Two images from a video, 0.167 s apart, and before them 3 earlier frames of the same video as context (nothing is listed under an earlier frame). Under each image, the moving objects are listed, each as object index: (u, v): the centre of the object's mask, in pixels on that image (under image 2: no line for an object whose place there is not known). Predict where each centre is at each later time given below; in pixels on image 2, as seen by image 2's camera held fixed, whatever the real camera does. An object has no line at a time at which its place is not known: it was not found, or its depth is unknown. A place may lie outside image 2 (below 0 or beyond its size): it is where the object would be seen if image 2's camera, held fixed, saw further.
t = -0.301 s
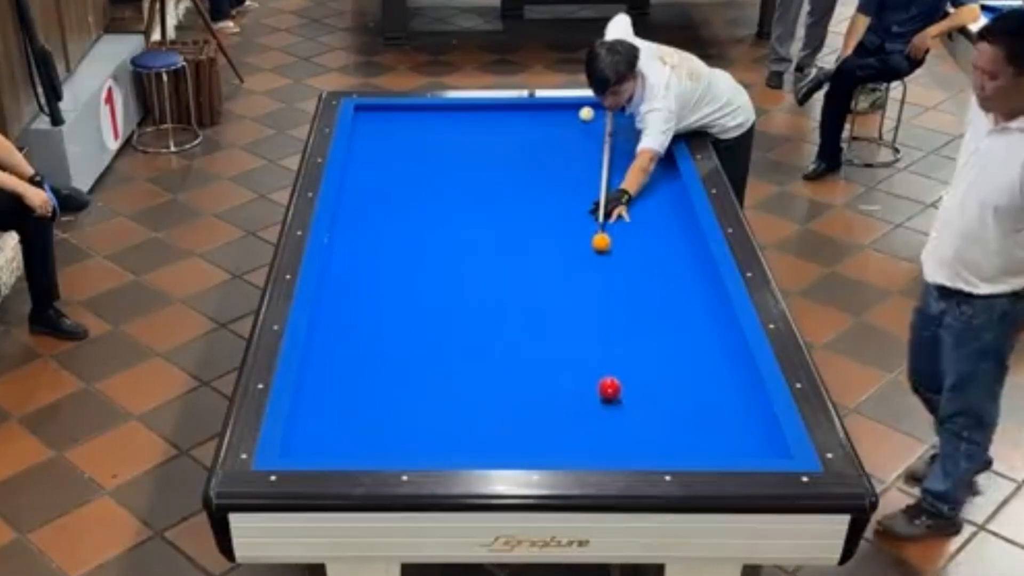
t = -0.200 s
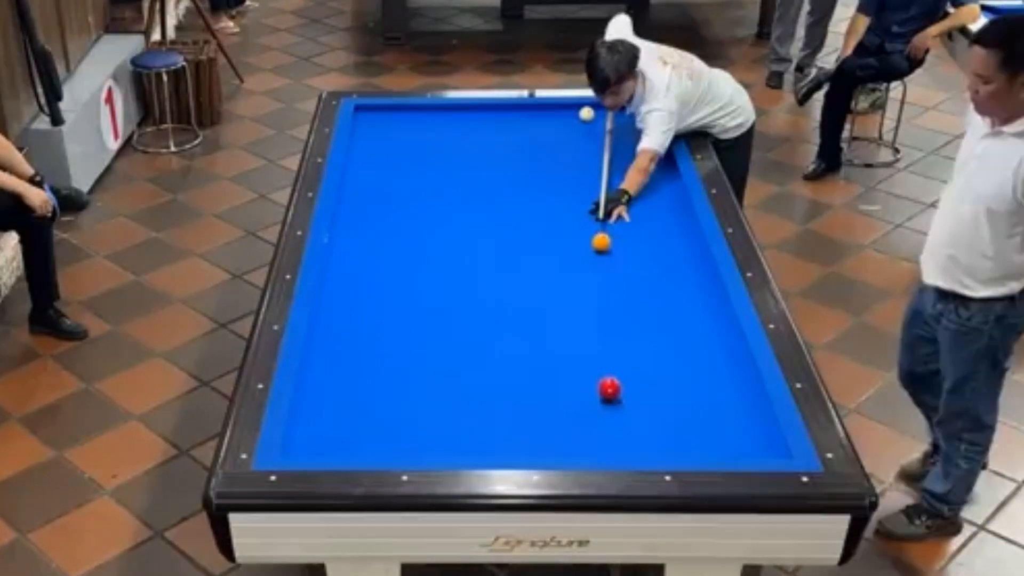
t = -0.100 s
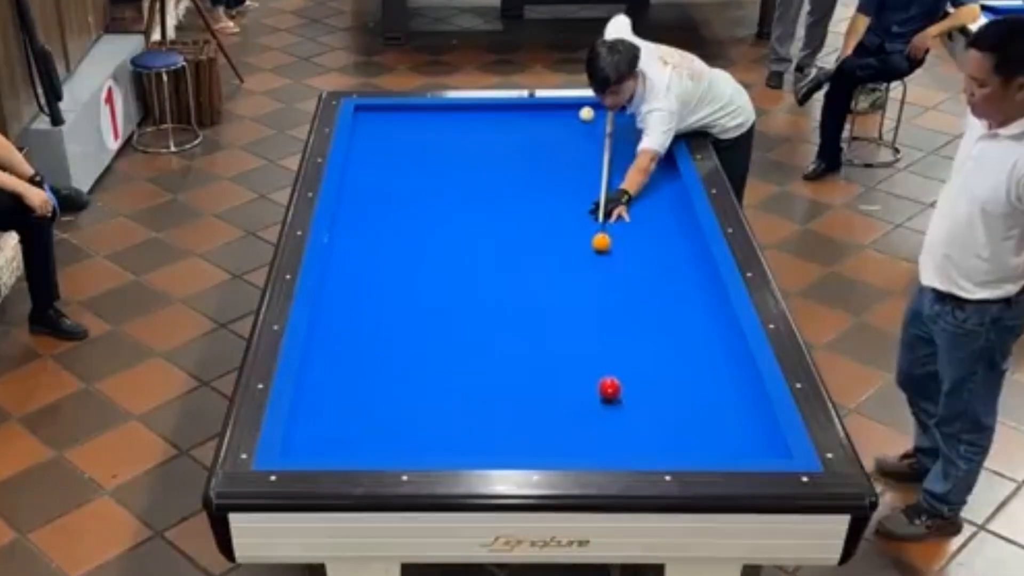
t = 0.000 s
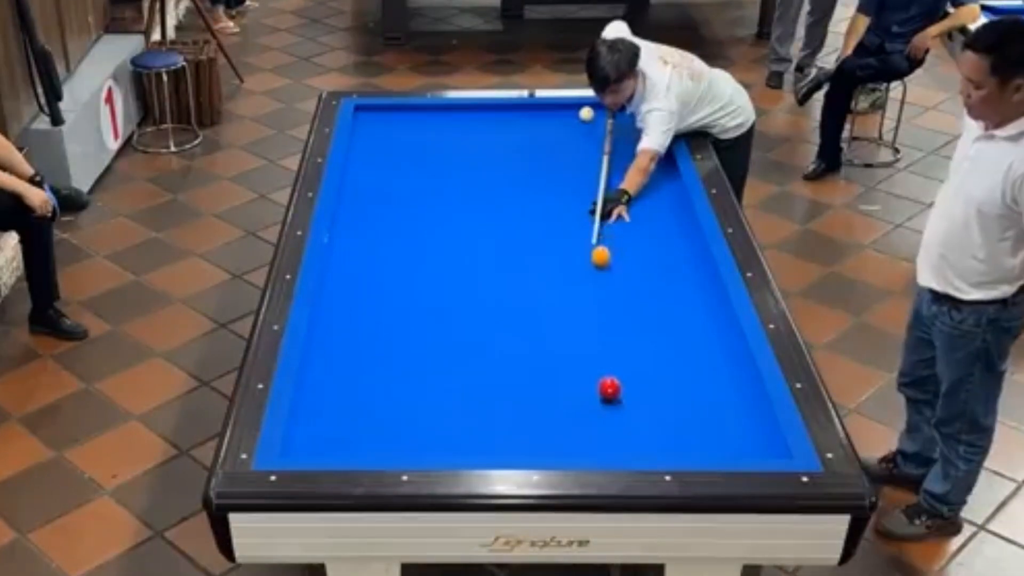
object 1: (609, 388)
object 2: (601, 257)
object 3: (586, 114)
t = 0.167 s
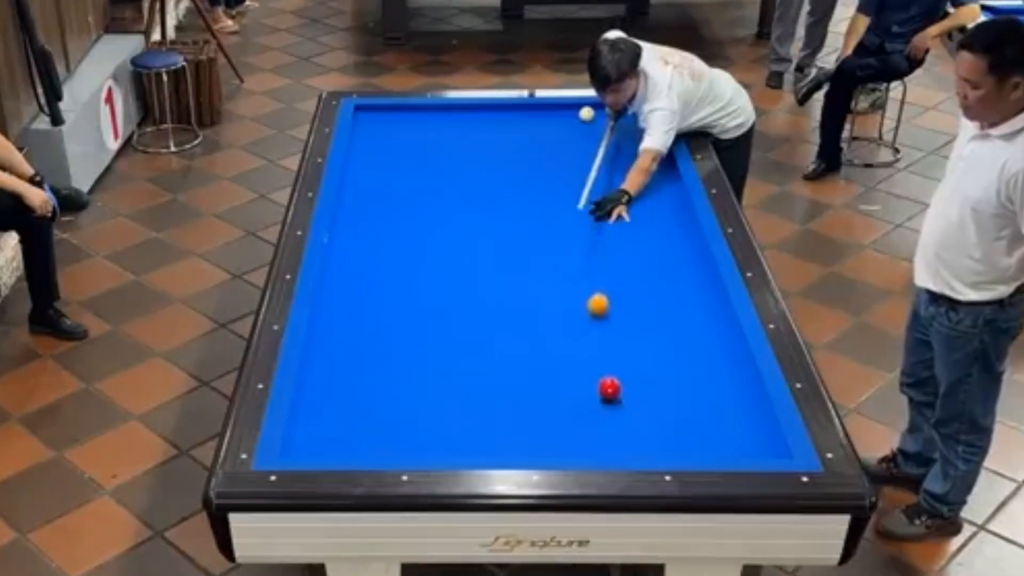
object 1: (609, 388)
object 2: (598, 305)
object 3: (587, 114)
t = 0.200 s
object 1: (609, 388)
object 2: (598, 315)
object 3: (587, 114)
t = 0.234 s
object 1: (609, 388)
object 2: (597, 324)
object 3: (587, 114)
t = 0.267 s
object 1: (609, 388)
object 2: (596, 335)
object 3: (587, 114)
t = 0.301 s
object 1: (609, 388)
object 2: (596, 346)
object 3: (587, 114)
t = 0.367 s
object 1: (609, 388)
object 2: (593, 367)
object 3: (587, 114)
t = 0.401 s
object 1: (611, 389)
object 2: (591, 379)
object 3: (587, 114)
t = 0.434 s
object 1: (621, 395)
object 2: (581, 385)
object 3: (587, 114)
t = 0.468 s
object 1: (632, 401)
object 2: (570, 393)
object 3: (587, 114)
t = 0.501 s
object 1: (641, 406)
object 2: (559, 399)
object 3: (587, 114)
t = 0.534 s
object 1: (650, 412)
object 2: (549, 407)
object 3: (587, 114)
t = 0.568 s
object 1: (659, 417)
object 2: (539, 414)
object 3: (587, 114)
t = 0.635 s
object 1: (675, 426)
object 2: (519, 430)
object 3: (587, 114)
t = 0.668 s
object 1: (683, 431)
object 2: (509, 438)
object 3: (586, 114)
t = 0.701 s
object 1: (691, 435)
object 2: (499, 444)
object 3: (587, 114)
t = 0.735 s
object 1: (699, 440)
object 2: (488, 450)
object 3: (587, 114)
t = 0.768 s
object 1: (707, 444)
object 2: (476, 446)
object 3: (587, 114)
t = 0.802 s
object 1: (714, 447)
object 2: (464, 441)
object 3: (586, 114)
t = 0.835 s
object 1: (722, 450)
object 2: (452, 436)
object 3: (587, 114)
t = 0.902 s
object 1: (731, 447)
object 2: (430, 426)
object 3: (586, 113)
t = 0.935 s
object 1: (735, 446)
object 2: (419, 422)
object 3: (586, 113)
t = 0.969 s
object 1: (739, 444)
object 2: (408, 418)
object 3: (586, 113)
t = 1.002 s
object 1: (742, 442)
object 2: (397, 414)
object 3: (586, 113)
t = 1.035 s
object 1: (746, 439)
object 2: (386, 410)
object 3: (586, 113)
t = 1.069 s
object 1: (750, 437)
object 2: (376, 406)
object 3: (586, 113)
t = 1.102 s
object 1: (754, 435)
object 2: (366, 402)
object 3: (586, 113)
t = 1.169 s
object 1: (761, 430)
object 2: (345, 394)
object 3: (586, 113)
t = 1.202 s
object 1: (764, 428)
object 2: (335, 390)
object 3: (586, 113)
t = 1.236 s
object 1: (767, 426)
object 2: (326, 386)
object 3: (586, 113)
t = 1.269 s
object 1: (763, 423)
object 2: (316, 383)
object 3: (586, 113)
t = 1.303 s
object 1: (760, 421)
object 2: (306, 380)
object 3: (585, 112)
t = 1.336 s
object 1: (757, 419)
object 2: (313, 375)
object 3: (585, 111)
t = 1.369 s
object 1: (753, 417)
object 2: (321, 371)
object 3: (585, 111)
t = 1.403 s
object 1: (750, 415)
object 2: (329, 366)
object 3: (585, 110)
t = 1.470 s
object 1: (744, 411)
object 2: (342, 359)
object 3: (586, 113)
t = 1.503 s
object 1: (741, 408)
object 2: (348, 355)
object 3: (587, 113)
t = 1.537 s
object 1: (738, 407)
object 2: (355, 351)
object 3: (587, 114)
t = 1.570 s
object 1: (735, 405)
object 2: (361, 347)
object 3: (587, 114)
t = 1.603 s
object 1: (732, 402)
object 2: (366, 343)
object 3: (586, 113)
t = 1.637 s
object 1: (729, 401)
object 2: (372, 340)
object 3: (586, 113)
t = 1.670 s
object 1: (726, 399)
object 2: (378, 336)
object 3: (587, 114)
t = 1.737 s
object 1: (720, 395)
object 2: (389, 328)
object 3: (586, 114)
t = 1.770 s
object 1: (717, 393)
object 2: (395, 325)
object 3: (587, 114)
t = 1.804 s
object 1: (714, 391)
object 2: (400, 322)
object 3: (587, 114)
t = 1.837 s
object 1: (711, 388)
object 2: (406, 318)
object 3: (587, 114)
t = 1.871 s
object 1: (708, 387)
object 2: (411, 315)
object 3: (587, 114)
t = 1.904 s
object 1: (705, 385)
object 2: (416, 311)
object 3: (587, 114)
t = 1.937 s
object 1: (703, 384)
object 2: (422, 308)
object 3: (587, 114)
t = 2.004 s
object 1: (697, 380)
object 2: (432, 301)
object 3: (587, 114)
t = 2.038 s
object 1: (695, 378)
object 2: (437, 298)
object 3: (587, 114)
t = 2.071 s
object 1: (692, 376)
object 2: (441, 295)
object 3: (587, 114)
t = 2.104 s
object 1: (690, 375)
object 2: (447, 292)
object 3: (587, 114)
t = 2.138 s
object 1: (687, 373)
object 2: (451, 288)
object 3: (587, 114)
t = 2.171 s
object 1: (685, 371)
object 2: (456, 285)
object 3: (587, 114)
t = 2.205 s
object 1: (682, 370)
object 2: (461, 282)
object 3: (587, 114)
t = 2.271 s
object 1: (677, 366)
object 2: (470, 276)
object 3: (587, 114)
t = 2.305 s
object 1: (675, 365)
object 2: (475, 273)
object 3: (587, 114)
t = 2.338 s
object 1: (672, 363)
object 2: (479, 270)
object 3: (587, 114)
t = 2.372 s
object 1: (670, 362)
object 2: (483, 268)
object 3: (587, 114)
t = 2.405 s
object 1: (668, 360)
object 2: (489, 265)
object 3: (587, 114)
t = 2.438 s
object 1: (666, 358)
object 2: (493, 262)
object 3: (587, 114)
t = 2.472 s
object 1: (664, 357)
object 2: (497, 259)
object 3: (587, 114)
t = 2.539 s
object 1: (659, 354)
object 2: (506, 254)
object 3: (587, 114)
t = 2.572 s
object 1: (657, 352)
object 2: (510, 251)
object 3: (587, 114)
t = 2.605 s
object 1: (654, 350)
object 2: (514, 248)
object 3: (587, 114)
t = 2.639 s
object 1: (652, 349)
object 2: (518, 246)
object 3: (587, 114)
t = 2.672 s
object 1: (650, 348)
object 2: (522, 243)
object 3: (587, 114)
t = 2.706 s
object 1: (648, 347)
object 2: (527, 240)
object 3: (587, 114)
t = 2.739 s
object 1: (646, 346)
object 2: (530, 238)
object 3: (587, 114)
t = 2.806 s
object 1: (642, 342)
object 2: (538, 232)
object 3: (587, 114)
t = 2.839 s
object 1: (640, 340)
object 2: (543, 230)
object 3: (587, 114)
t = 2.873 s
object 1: (638, 339)
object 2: (546, 227)
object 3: (587, 114)
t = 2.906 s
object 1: (636, 338)
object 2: (550, 225)
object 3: (587, 114)
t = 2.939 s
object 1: (634, 336)
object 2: (554, 223)
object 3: (587, 114)
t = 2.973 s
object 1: (633, 335)
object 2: (558, 220)
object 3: (587, 114)
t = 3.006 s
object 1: (630, 334)
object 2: (561, 218)
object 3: (587, 114)
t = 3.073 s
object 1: (627, 331)
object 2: (569, 213)
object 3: (587, 114)
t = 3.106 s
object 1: (625, 330)
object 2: (572, 211)
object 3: (587, 114)
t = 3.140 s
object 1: (622, 328)
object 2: (576, 209)
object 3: (587, 114)
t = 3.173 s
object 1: (620, 327)
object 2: (580, 206)
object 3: (587, 114)
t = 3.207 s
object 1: (619, 326)
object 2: (583, 204)
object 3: (587, 114)
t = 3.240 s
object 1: (617, 325)
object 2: (586, 202)
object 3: (587, 114)
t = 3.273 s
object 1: (615, 323)
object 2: (590, 200)
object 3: (587, 114)
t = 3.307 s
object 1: (614, 322)
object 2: (594, 198)
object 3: (587, 114)
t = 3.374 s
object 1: (611, 320)
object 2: (600, 193)
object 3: (587, 114)
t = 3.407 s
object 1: (609, 319)
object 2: (603, 191)
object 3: (587, 114)
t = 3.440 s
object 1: (607, 317)
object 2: (606, 189)
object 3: (587, 114)
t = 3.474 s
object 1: (605, 316)
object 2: (610, 187)
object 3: (587, 114)
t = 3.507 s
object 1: (603, 315)
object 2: (613, 184)
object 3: (587, 114)
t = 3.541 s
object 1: (602, 314)
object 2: (616, 182)
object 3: (587, 114)
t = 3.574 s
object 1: (601, 313)
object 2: (619, 181)
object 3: (587, 114)
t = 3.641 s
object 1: (597, 311)
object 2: (626, 177)
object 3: (587, 114)
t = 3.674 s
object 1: (596, 309)
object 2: (628, 175)
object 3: (587, 114)
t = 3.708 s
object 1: (594, 308)
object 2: (632, 172)
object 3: (587, 114)
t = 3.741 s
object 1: (592, 308)
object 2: (635, 170)
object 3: (587, 114)
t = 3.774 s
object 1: (590, 307)
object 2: (638, 169)
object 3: (587, 114)
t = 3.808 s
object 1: (589, 306)
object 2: (641, 167)
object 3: (587, 114)
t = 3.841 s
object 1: (587, 304)
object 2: (644, 165)
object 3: (587, 114)
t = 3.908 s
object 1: (585, 302)
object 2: (649, 161)
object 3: (587, 114)
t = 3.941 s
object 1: (583, 301)
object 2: (652, 159)
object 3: (587, 114)
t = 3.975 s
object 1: (581, 300)
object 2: (655, 157)
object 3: (587, 114)
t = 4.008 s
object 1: (580, 299)
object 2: (658, 155)
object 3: (587, 114)
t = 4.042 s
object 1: (578, 298)
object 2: (661, 153)
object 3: (587, 114)
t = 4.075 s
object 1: (577, 297)
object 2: (664, 152)
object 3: (587, 114)
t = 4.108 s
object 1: (575, 297)
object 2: (661, 150)
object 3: (587, 114)
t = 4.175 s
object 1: (573, 295)
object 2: (657, 148)
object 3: (587, 114)
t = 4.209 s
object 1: (571, 293)
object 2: (655, 147)
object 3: (587, 114)
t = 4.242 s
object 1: (570, 293)
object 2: (652, 146)
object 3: (587, 114)
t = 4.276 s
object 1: (569, 292)
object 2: (650, 144)
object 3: (587, 114)
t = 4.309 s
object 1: (568, 291)
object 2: (648, 144)
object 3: (587, 114)
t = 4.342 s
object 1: (567, 290)
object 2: (647, 142)
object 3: (587, 114)
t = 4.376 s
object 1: (566, 289)
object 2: (644, 141)
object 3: (587, 114)
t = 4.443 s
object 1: (562, 287)
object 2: (641, 138)
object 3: (587, 114)
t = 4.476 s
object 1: (561, 286)
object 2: (639, 137)
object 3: (587, 114)
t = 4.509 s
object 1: (560, 286)
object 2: (637, 136)
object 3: (587, 114)
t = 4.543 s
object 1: (559, 285)
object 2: (636, 135)
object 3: (587, 114)
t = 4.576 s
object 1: (557, 284)
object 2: (633, 134)
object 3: (587, 114)
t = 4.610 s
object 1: (556, 283)
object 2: (632, 133)
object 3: (587, 114)
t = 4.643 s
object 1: (556, 282)
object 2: (630, 132)
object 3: (587, 114)
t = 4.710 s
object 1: (553, 281)
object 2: (626, 130)
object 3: (587, 114)
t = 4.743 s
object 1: (552, 280)
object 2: (624, 128)
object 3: (587, 114)
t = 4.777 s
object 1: (551, 279)
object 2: (622, 127)
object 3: (587, 114)
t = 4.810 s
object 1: (549, 278)
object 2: (621, 126)
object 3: (587, 114)
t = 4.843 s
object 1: (548, 278)
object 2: (619, 125)
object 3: (587, 114)
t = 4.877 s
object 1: (547, 277)
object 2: (617, 124)
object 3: (587, 114)
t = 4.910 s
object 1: (546, 276)
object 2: (616, 123)
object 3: (587, 114)
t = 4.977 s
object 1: (544, 275)
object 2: (612, 121)
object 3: (587, 114)
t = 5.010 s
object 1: (543, 274)
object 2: (611, 120)
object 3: (587, 114)
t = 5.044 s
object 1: (542, 273)
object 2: (609, 119)
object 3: (587, 114)
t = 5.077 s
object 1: (541, 272)
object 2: (607, 118)
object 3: (587, 114)
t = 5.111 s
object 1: (539, 272)
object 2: (606, 117)
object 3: (586, 114)
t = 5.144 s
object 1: (539, 271)
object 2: (604, 116)
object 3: (586, 114)
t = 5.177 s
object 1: (538, 270)
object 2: (603, 115)
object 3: (586, 114)
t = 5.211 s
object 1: (537, 270)
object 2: (602, 114)
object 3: (586, 114)
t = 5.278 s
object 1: (535, 268)
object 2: (601, 113)
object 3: (584, 114)
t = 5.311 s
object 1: (534, 268)
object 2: (600, 112)
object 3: (583, 114)
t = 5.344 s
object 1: (533, 267)
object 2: (600, 111)
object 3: (582, 114)
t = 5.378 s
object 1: (532, 266)
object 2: (599, 110)
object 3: (581, 114)
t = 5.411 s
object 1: (531, 266)
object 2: (599, 110)
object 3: (580, 114)
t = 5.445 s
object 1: (530, 265)
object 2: (599, 109)
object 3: (580, 114)
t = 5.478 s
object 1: (529, 265)
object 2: (598, 108)
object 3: (578, 114)
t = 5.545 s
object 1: (527, 264)
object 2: (598, 107)
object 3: (577, 114)
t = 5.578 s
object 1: (526, 263)
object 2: (598, 106)
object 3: (576, 114)
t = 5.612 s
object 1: (525, 262)
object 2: (598, 107)
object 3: (575, 113)
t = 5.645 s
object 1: (524, 262)
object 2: (598, 107)
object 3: (574, 114)
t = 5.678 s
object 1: (524, 262)
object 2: (598, 107)
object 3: (574, 114)
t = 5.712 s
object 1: (523, 261)
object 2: (599, 107)
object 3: (573, 114)
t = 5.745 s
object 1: (522, 260)
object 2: (599, 108)
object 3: (572, 114)
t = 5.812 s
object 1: (521, 259)
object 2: (600, 109)
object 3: (570, 113)
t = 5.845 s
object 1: (519, 259)
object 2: (600, 110)
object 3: (569, 113)
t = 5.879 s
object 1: (519, 259)
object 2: (600, 110)
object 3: (569, 113)
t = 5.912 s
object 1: (518, 258)
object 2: (601, 110)
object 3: (568, 113)
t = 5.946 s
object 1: (517, 258)
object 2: (601, 111)
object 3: (567, 113)
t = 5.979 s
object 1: (516, 257)
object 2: (601, 111)
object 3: (567, 113)
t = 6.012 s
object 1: (515, 256)
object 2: (601, 112)
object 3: (566, 113)
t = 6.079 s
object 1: (514, 255)
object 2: (601, 113)
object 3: (565, 113)
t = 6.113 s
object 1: (513, 255)
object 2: (602, 113)
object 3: (564, 113)
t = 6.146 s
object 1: (512, 254)
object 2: (602, 113)
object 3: (563, 113)
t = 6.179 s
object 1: (511, 254)
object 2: (602, 114)
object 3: (563, 113)
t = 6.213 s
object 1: (511, 254)
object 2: (602, 114)
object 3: (562, 113)
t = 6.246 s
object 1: (510, 253)
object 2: (603, 115)
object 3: (561, 113)
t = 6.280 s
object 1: (509, 253)
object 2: (603, 115)
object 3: (561, 113)
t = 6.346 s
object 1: (508, 252)
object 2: (604, 116)
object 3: (560, 113)
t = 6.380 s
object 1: (507, 252)
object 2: (604, 116)
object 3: (559, 113)
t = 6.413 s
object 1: (506, 251)
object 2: (604, 116)
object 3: (559, 113)
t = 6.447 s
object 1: (506, 251)
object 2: (604, 117)
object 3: (558, 113)
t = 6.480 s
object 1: (505, 250)
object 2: (604, 117)
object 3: (558, 113)
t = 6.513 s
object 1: (505, 250)
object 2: (604, 117)
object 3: (557, 113)
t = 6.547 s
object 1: (504, 250)
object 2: (604, 118)
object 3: (557, 113)
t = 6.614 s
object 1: (503, 249)
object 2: (604, 118)
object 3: (556, 113)
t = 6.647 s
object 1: (502, 249)
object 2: (604, 118)
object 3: (555, 113)
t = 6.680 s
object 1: (502, 248)
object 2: (605, 119)
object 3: (555, 113)
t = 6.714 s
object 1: (501, 248)
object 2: (605, 119)
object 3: (555, 113)
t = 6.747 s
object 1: (501, 248)
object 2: (606, 120)
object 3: (554, 113)
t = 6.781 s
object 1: (500, 247)
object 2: (606, 120)
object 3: (554, 112)
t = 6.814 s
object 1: (500, 247)
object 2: (606, 120)
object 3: (553, 112)
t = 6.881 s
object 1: (499, 246)
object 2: (606, 121)
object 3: (553, 112)
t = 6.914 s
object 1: (498, 246)
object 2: (606, 121)
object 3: (552, 112)
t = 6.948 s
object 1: (498, 246)
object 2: (607, 122)
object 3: (552, 112)
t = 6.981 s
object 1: (497, 245)
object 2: (607, 122)
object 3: (551, 112)
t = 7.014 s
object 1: (497, 245)
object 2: (607, 122)
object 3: (551, 112)
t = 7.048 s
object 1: (496, 245)
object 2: (607, 123)
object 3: (551, 112)
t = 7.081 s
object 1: (496, 245)
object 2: (607, 123)
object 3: (551, 112)
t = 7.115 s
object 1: (496, 245)
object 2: (607, 124)
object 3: (551, 112)
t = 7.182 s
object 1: (495, 244)
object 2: (607, 124)
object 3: (550, 112)
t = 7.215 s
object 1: (494, 244)
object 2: (607, 124)
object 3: (550, 112)
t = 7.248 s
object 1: (494, 244)
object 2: (607, 124)
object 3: (550, 112)
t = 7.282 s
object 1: (493, 243)
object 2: (608, 125)
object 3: (549, 112)
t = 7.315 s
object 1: (493, 243)
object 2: (608, 125)
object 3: (549, 112)
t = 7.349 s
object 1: (493, 243)
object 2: (608, 125)
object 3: (549, 112)
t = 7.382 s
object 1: (493, 243)
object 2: (608, 125)
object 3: (549, 112)
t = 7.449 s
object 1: (492, 242)
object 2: (608, 126)
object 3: (549, 112)
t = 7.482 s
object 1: (492, 242)
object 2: (608, 126)
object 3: (549, 112)
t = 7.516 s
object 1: (492, 242)
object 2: (609, 126)
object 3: (549, 112)
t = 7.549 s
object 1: (492, 241)
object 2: (609, 126)
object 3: (549, 112)
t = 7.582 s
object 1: (491, 241)
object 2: (609, 127)
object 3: (549, 112)
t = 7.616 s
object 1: (491, 241)
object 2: (609, 127)
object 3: (549, 112)
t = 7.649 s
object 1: (491, 241)
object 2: (609, 127)
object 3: (549, 112)
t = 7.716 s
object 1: (490, 241)
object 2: (609, 127)
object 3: (549, 112)
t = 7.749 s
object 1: (490, 241)
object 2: (609, 128)
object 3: (549, 112)
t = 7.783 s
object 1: (489, 240)
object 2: (609, 128)
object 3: (548, 112)
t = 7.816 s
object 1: (489, 240)
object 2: (610, 128)
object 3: (548, 112)
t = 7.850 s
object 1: (489, 240)
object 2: (610, 129)
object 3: (548, 112)
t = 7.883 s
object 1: (489, 240)
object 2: (609, 129)
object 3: (548, 112)
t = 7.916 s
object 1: (488, 240)
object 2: (609, 129)
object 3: (548, 112)
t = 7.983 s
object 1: (488, 240)
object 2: (610, 129)
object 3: (548, 112)
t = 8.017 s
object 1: (488, 239)
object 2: (610, 129)
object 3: (548, 112)
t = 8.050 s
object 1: (487, 239)
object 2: (610, 130)
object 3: (548, 112)
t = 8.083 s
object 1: (488, 239)
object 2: (610, 130)
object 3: (548, 112)
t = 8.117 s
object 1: (487, 239)
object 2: (610, 130)
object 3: (548, 112)
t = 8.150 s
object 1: (487, 239)
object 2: (610, 130)
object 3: (548, 112)
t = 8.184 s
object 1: (487, 239)
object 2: (610, 130)
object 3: (548, 112)
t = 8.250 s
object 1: (487, 239)
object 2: (610, 130)
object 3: (548, 112)
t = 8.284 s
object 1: (487, 239)
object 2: (610, 131)
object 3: (548, 112)
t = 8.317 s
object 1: (487, 239)
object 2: (610, 131)
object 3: (548, 112)
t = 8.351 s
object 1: (487, 239)
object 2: (610, 131)
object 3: (548, 112)
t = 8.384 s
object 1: (487, 239)
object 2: (610, 131)
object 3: (548, 112)
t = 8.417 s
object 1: (487, 239)
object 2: (610, 131)
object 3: (548, 112)
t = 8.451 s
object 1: (487, 239)
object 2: (610, 131)
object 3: (548, 112)
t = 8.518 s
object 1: (487, 239)
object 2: (610, 131)
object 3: (548, 112)
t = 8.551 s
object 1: (487, 239)
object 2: (610, 131)
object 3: (548, 112)
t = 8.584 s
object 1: (487, 239)
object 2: (610, 131)
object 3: (548, 112)
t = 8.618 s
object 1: (486, 238)
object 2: (610, 131)
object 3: (549, 112)
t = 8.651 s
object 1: (486, 238)
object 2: (610, 131)
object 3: (549, 112)
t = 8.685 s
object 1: (486, 238)
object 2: (610, 131)
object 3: (549, 112)
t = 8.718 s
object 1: (486, 238)
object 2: (610, 131)
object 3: (549, 112)
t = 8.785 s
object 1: (486, 238)
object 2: (611, 131)
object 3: (548, 112)
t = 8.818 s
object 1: (486, 238)
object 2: (611, 131)
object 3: (548, 112)
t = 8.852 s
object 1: (486, 238)
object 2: (611, 131)
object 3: (548, 112)
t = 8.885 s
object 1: (486, 238)
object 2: (611, 131)
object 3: (548, 112)
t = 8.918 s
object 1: (486, 238)
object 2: (611, 131)
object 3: (548, 112)
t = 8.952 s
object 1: (486, 238)
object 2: (611, 132)
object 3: (548, 112)
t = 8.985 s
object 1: (486, 238)
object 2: (611, 132)
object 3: (548, 112)
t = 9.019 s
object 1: (486, 238)
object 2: (611, 132)
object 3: (548, 112)
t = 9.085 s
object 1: (486, 238)
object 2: (611, 132)
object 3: (548, 112)
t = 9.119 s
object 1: (486, 238)
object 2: (611, 132)
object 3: (548, 112)
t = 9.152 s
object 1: (486, 238)
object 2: (611, 132)
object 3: (548, 111)
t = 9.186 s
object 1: (486, 238)
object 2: (611, 131)
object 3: (548, 111)
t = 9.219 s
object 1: (486, 238)
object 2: (610, 132)
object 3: (548, 112)
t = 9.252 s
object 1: (486, 238)
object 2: (610, 132)
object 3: (548, 112)
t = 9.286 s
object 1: (486, 238)
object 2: (610, 132)
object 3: (548, 112)
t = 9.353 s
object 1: (486, 238)
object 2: (610, 132)
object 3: (548, 111)
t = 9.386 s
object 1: (486, 238)
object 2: (610, 132)
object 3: (548, 111)
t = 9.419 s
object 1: (486, 238)
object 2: (610, 132)
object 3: (548, 112)
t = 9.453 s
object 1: (486, 238)
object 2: (610, 132)
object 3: (548, 111)
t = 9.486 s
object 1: (486, 238)
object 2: (610, 132)
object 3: (548, 111)
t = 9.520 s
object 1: (486, 238)
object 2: (610, 132)
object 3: (548, 112)
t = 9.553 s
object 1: (486, 238)
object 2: (610, 132)
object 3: (548, 112)
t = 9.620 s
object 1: (486, 238)
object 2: (611, 131)
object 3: (548, 111)
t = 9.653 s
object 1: (486, 238)
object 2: (610, 132)
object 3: (548, 112)
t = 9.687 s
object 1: (486, 238)
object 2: (610, 132)
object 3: (548, 112)
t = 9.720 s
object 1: (486, 238)
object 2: (610, 132)
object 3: (548, 111)
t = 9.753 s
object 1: (486, 238)
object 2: (610, 132)
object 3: (548, 111)
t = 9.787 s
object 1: (486, 238)
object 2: (610, 132)
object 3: (548, 112)
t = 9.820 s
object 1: (486, 238)
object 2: (610, 132)
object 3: (548, 112)
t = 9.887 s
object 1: (486, 238)
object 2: (610, 132)
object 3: (548, 112)
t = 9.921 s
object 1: (486, 238)
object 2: (610, 132)
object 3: (548, 112)
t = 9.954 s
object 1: (486, 238)
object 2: (610, 132)
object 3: (548, 112)
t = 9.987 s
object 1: (486, 238)
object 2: (610, 132)
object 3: (548, 112)
